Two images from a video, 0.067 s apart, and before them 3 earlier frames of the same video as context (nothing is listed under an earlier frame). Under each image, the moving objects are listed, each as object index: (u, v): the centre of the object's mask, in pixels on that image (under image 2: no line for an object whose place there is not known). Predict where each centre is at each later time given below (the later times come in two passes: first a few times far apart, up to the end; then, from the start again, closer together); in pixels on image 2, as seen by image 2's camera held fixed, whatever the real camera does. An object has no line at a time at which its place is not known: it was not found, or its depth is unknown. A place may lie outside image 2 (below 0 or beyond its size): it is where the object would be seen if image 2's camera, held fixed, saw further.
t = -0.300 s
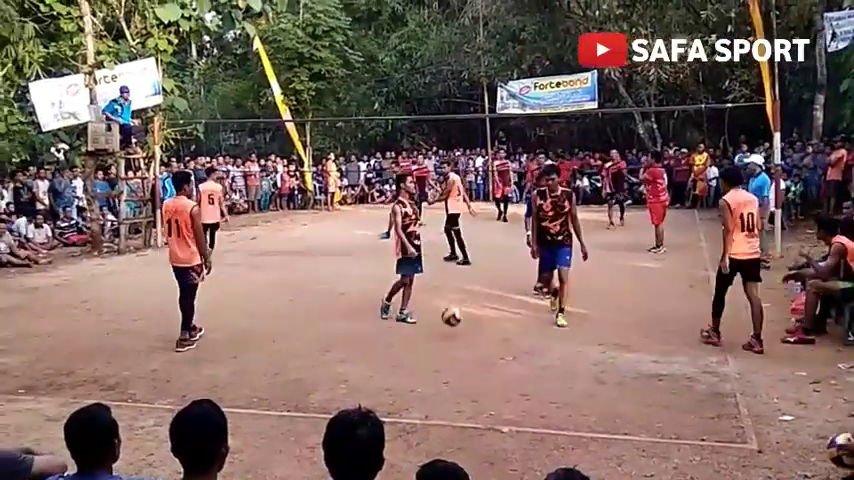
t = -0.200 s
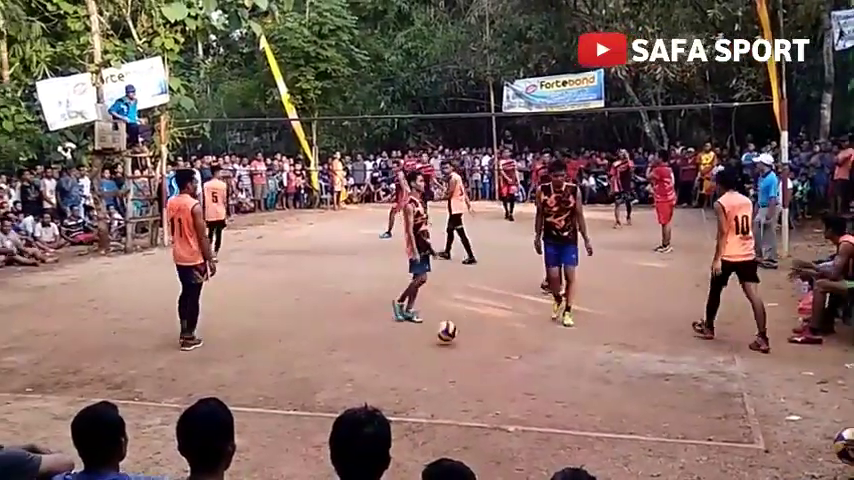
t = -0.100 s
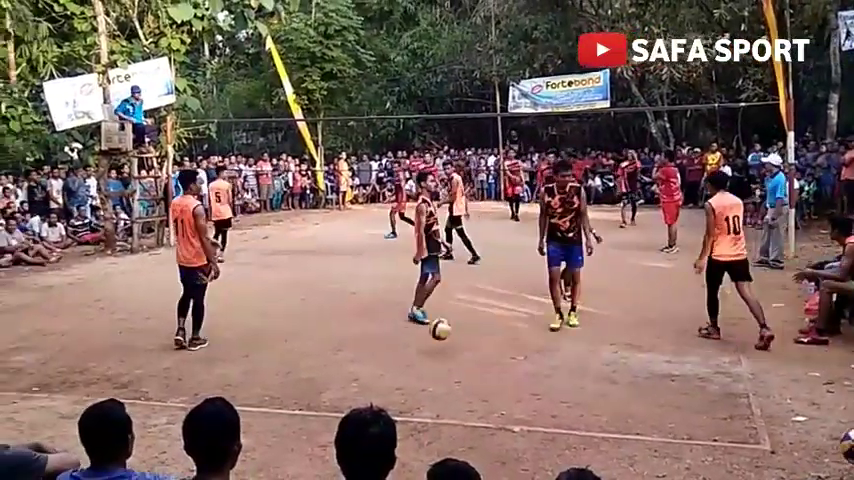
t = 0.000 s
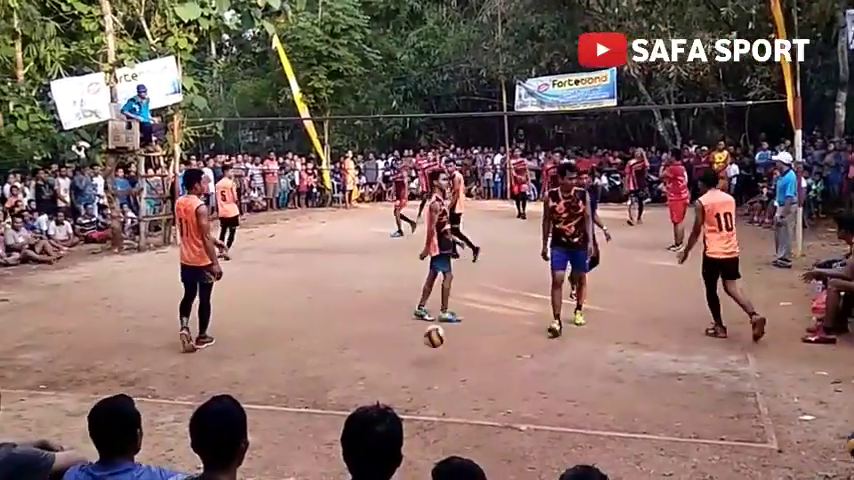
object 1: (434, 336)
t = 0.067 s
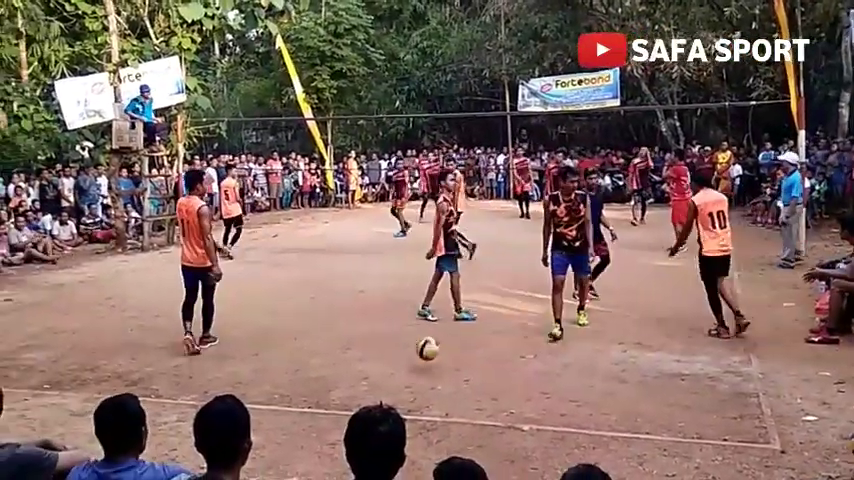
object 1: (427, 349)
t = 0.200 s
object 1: (408, 365)
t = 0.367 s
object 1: (380, 377)
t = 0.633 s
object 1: (326, 423)
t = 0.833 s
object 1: (273, 468)
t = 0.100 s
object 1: (422, 356)
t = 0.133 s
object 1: (418, 368)
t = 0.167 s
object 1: (413, 368)
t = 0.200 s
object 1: (408, 365)
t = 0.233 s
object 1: (402, 364)
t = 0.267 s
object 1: (397, 365)
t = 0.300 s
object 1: (392, 368)
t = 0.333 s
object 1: (387, 372)
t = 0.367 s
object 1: (380, 377)
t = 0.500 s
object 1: (352, 408)
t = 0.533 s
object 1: (345, 412)
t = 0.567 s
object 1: (339, 415)
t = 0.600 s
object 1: (333, 418)
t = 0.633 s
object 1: (326, 423)
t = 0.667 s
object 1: (318, 430)
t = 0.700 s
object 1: (310, 439)
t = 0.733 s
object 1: (302, 451)
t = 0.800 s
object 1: (282, 468)
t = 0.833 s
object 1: (273, 468)
